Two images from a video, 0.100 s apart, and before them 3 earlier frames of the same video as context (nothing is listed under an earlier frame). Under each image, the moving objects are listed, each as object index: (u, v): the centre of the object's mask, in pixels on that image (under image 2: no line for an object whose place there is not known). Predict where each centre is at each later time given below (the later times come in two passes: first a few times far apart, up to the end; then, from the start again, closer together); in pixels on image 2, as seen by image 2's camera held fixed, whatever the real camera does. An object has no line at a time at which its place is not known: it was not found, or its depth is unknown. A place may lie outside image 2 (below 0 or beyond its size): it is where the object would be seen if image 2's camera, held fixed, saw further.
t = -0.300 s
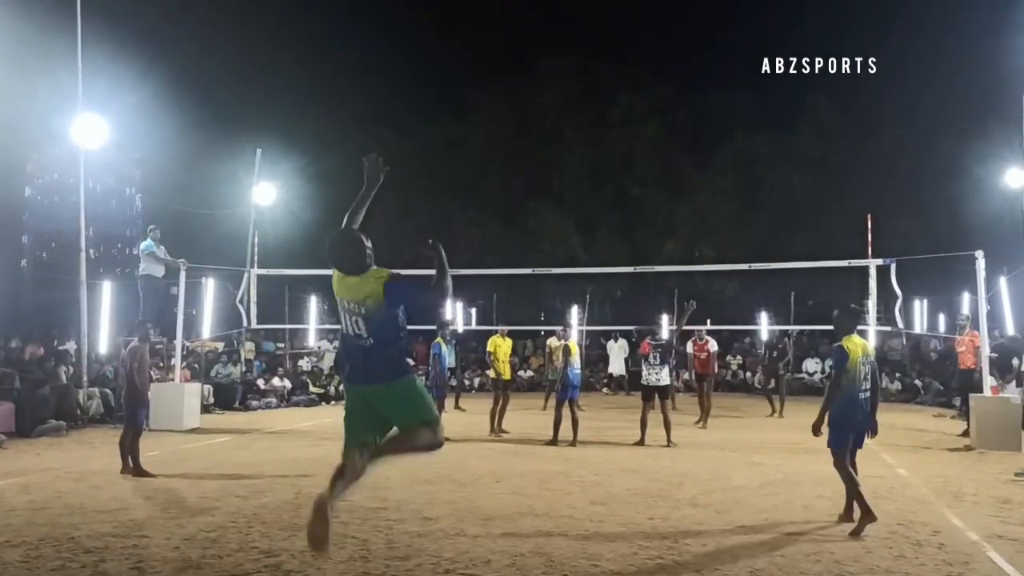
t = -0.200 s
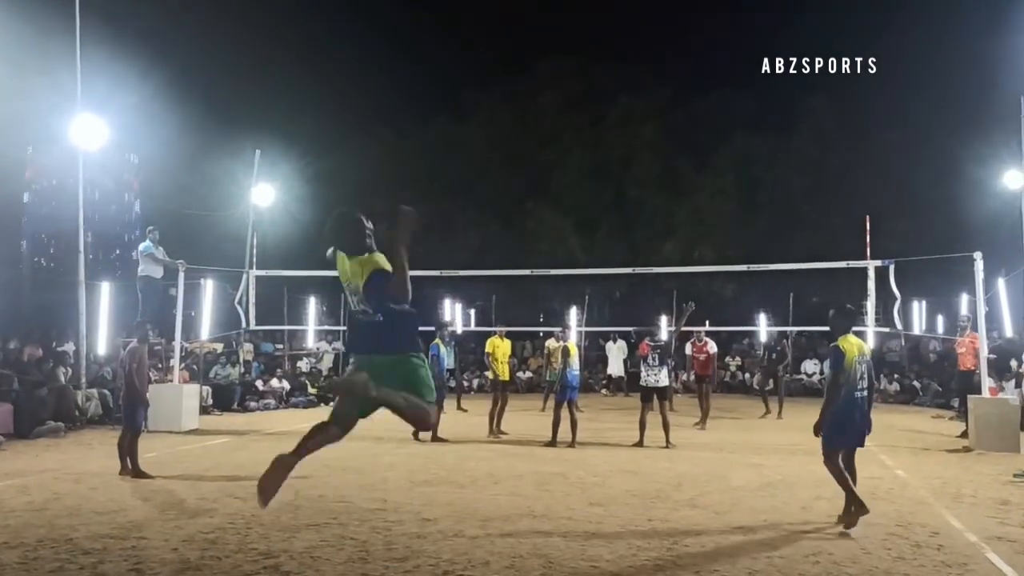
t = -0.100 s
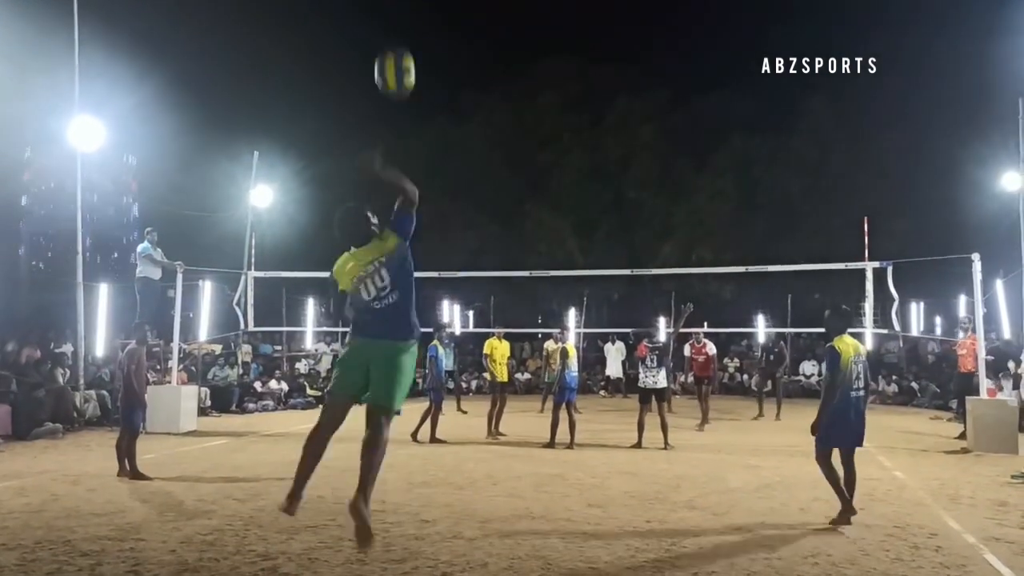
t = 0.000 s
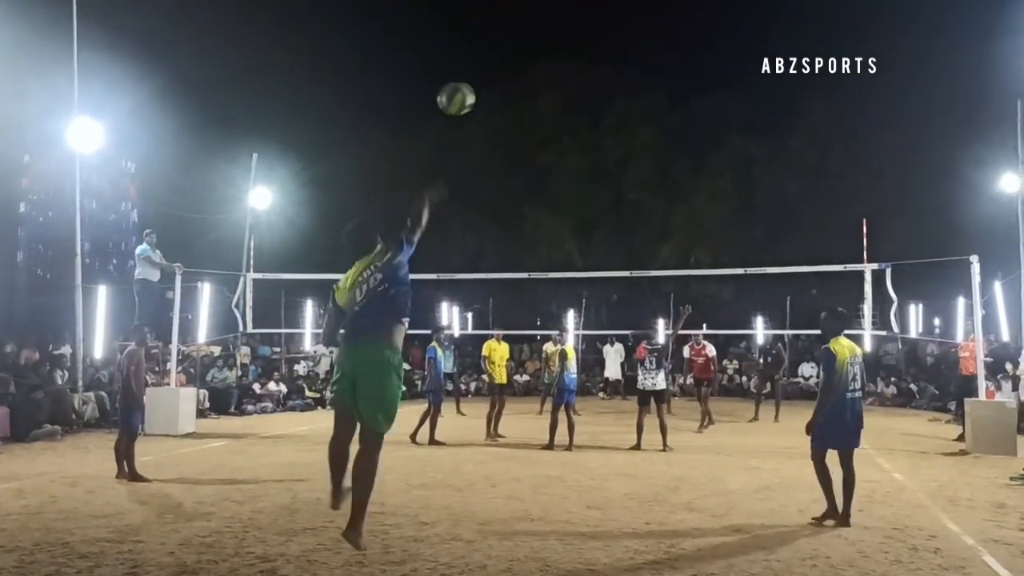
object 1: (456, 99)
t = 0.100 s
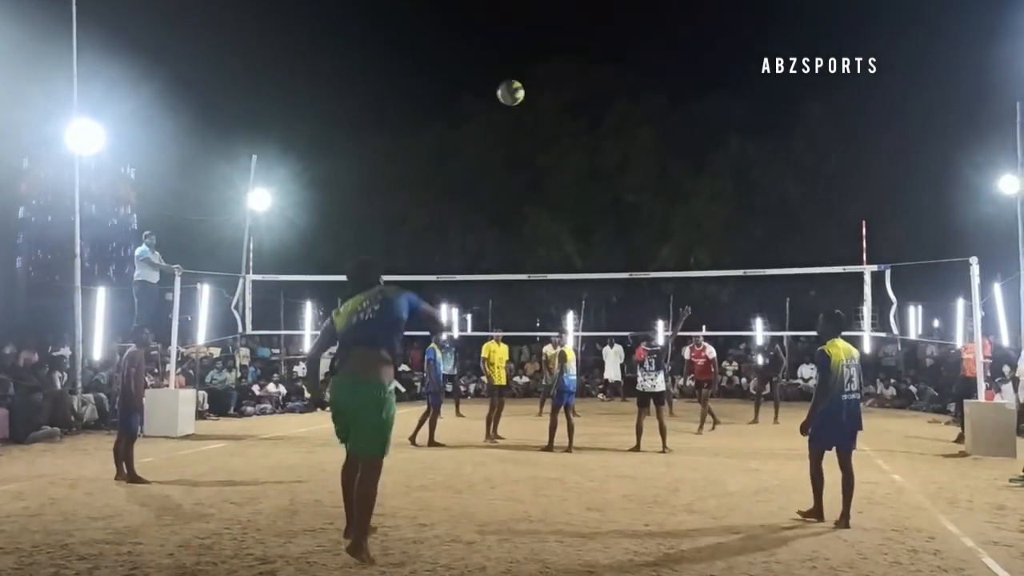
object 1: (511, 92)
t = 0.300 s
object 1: (568, 117)
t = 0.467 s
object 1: (596, 155)
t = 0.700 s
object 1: (620, 219)
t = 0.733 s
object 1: (622, 228)
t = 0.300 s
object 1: (568, 117)
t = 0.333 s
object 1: (574, 123)
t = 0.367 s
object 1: (580, 131)
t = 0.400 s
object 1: (586, 138)
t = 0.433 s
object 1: (591, 146)
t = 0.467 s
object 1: (596, 155)
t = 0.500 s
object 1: (600, 163)
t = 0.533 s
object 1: (604, 172)
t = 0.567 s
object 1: (608, 180)
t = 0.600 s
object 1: (611, 190)
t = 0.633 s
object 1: (614, 200)
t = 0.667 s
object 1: (617, 209)
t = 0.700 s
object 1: (620, 219)
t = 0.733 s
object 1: (622, 228)
